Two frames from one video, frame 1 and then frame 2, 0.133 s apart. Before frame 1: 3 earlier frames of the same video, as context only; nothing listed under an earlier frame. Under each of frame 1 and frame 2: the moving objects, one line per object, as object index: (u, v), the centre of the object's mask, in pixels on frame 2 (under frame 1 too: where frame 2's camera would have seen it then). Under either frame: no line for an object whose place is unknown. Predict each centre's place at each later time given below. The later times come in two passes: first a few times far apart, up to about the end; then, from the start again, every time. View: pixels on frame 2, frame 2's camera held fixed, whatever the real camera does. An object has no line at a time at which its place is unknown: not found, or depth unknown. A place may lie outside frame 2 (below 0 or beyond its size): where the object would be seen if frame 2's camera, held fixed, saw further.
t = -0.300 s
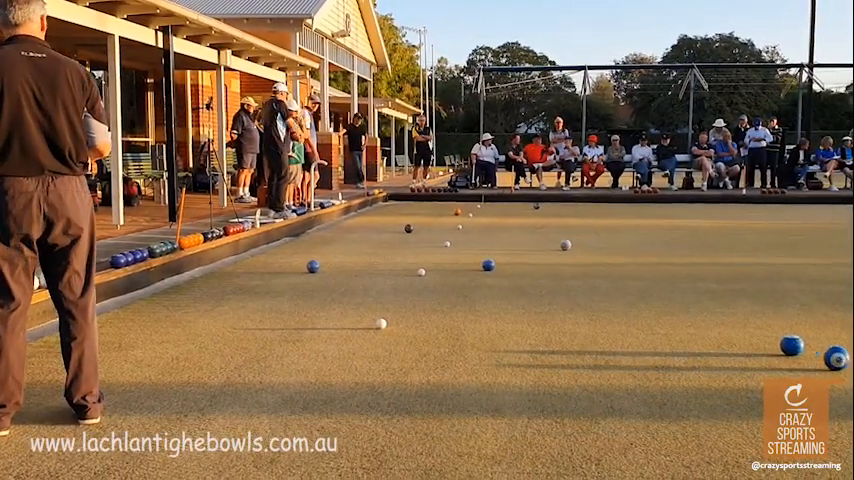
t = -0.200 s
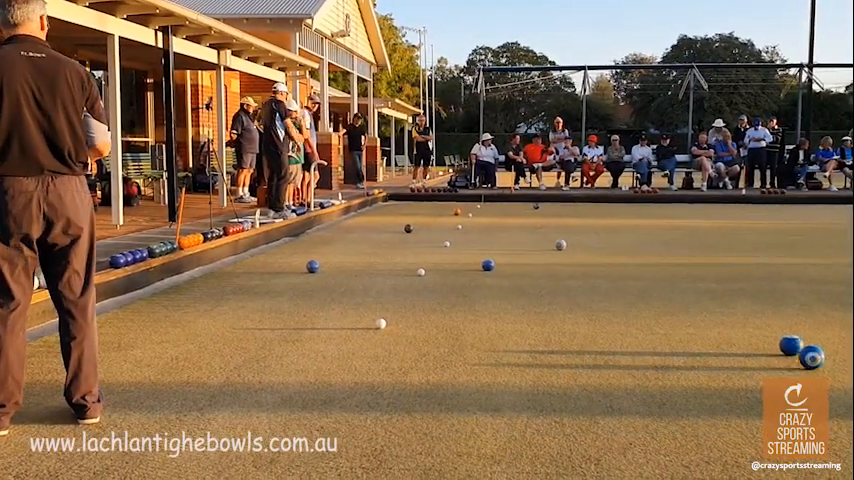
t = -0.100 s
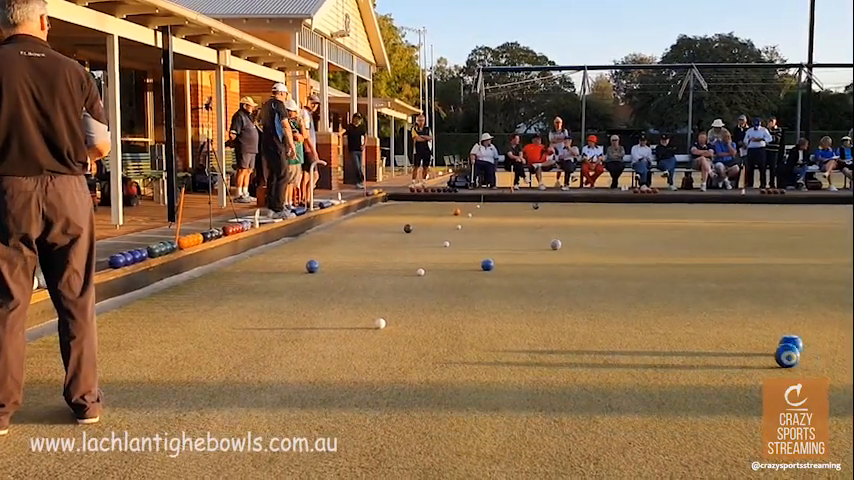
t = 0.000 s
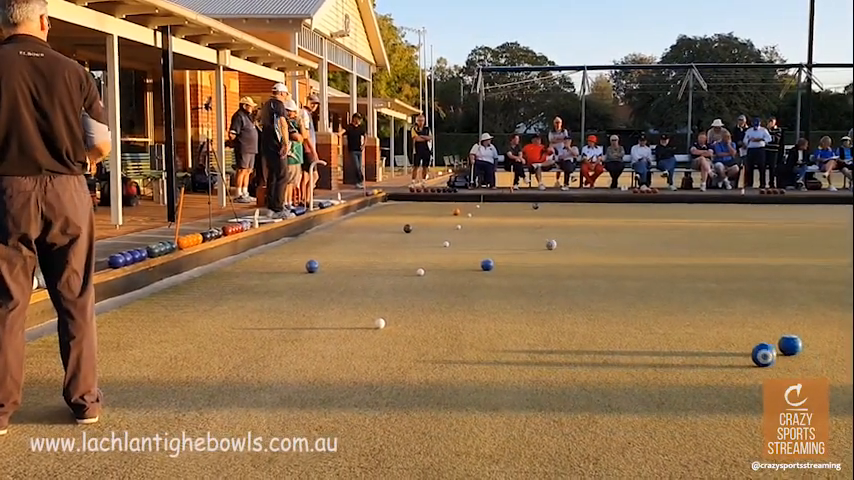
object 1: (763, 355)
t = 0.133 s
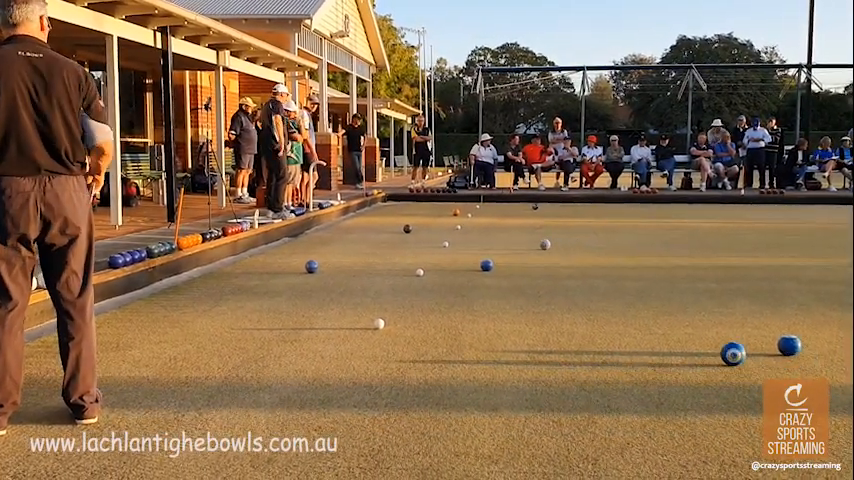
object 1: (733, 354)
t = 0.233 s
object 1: (711, 353)
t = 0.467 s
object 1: (662, 350)
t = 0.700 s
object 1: (617, 348)
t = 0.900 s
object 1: (580, 346)
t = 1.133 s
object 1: (540, 344)
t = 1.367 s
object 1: (503, 342)
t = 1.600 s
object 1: (470, 340)
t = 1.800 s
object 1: (443, 339)
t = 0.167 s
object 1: (725, 353)
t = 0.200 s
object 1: (718, 353)
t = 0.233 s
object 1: (711, 353)
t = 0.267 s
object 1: (704, 352)
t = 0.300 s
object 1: (697, 352)
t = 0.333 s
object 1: (690, 351)
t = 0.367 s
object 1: (683, 351)
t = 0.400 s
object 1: (676, 351)
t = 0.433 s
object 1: (670, 350)
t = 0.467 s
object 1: (662, 350)
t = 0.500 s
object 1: (656, 350)
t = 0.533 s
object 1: (649, 349)
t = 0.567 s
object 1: (643, 349)
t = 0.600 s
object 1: (636, 349)
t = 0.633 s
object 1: (630, 348)
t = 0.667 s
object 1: (623, 348)
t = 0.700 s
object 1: (617, 348)
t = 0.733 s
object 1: (610, 347)
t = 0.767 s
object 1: (604, 347)
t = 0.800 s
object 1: (598, 347)
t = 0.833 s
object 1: (592, 347)
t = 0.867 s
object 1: (586, 346)
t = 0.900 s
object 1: (580, 346)
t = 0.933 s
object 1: (574, 346)
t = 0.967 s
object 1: (568, 345)
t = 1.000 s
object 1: (562, 345)
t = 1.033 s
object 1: (557, 345)
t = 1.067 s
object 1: (551, 345)
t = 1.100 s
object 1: (546, 344)
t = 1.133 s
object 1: (540, 344)
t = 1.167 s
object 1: (535, 343)
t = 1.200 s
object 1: (529, 343)
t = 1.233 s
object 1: (524, 343)
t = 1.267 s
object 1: (519, 343)
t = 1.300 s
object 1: (513, 342)
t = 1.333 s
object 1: (508, 342)
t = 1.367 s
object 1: (503, 342)
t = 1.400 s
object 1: (498, 341)
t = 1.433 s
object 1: (494, 341)
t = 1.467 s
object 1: (489, 341)
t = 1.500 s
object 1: (484, 341)
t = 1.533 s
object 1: (479, 341)
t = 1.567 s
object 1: (474, 340)
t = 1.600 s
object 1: (470, 340)
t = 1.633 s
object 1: (465, 340)
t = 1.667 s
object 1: (460, 340)
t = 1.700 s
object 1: (456, 340)
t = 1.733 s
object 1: (451, 339)
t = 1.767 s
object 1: (447, 339)
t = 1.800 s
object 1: (443, 339)
